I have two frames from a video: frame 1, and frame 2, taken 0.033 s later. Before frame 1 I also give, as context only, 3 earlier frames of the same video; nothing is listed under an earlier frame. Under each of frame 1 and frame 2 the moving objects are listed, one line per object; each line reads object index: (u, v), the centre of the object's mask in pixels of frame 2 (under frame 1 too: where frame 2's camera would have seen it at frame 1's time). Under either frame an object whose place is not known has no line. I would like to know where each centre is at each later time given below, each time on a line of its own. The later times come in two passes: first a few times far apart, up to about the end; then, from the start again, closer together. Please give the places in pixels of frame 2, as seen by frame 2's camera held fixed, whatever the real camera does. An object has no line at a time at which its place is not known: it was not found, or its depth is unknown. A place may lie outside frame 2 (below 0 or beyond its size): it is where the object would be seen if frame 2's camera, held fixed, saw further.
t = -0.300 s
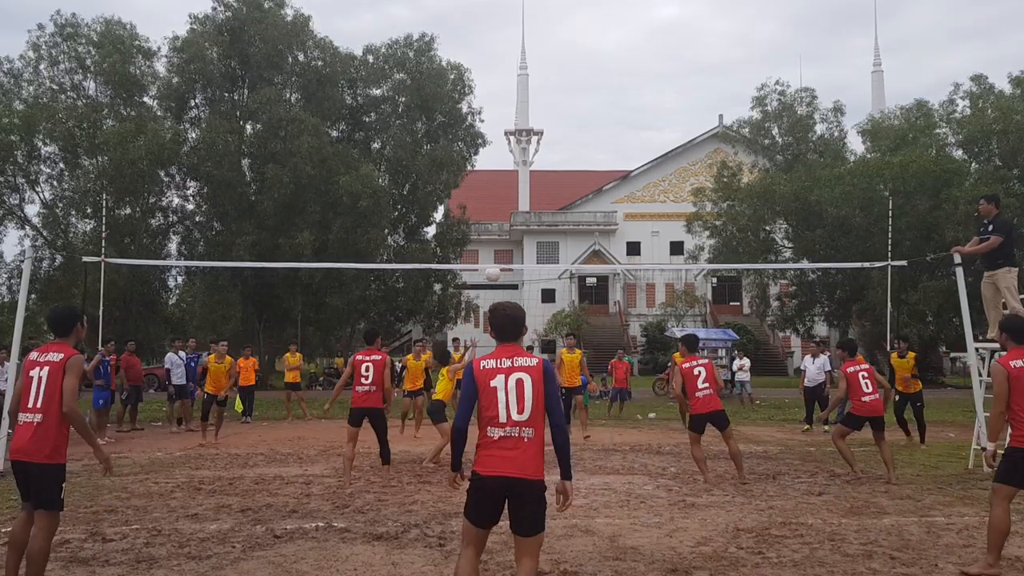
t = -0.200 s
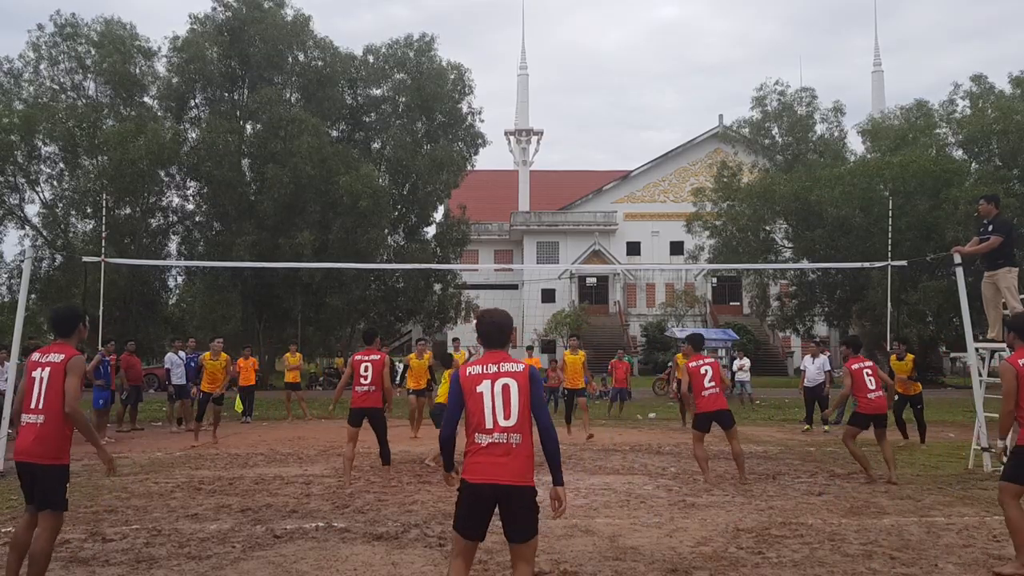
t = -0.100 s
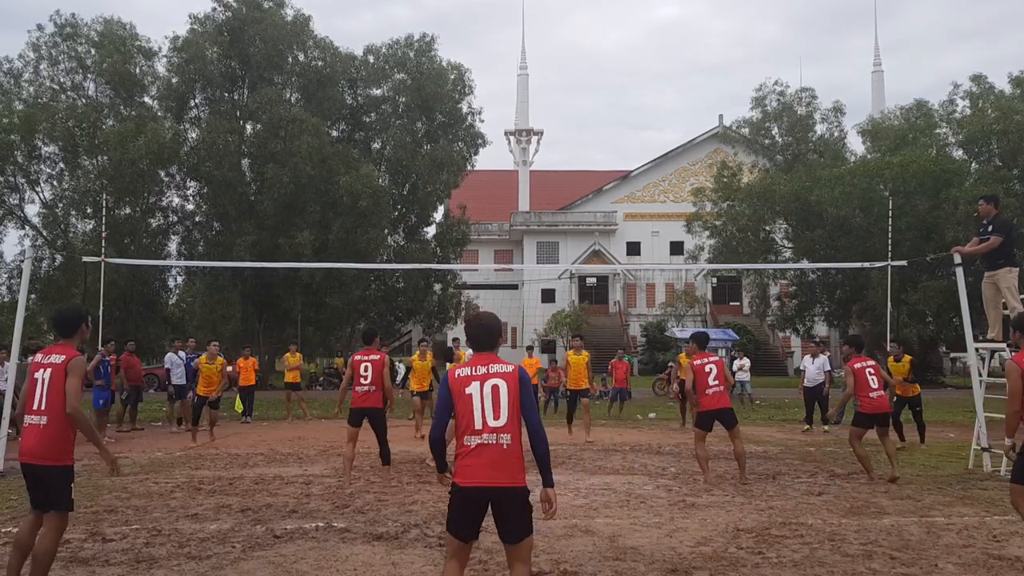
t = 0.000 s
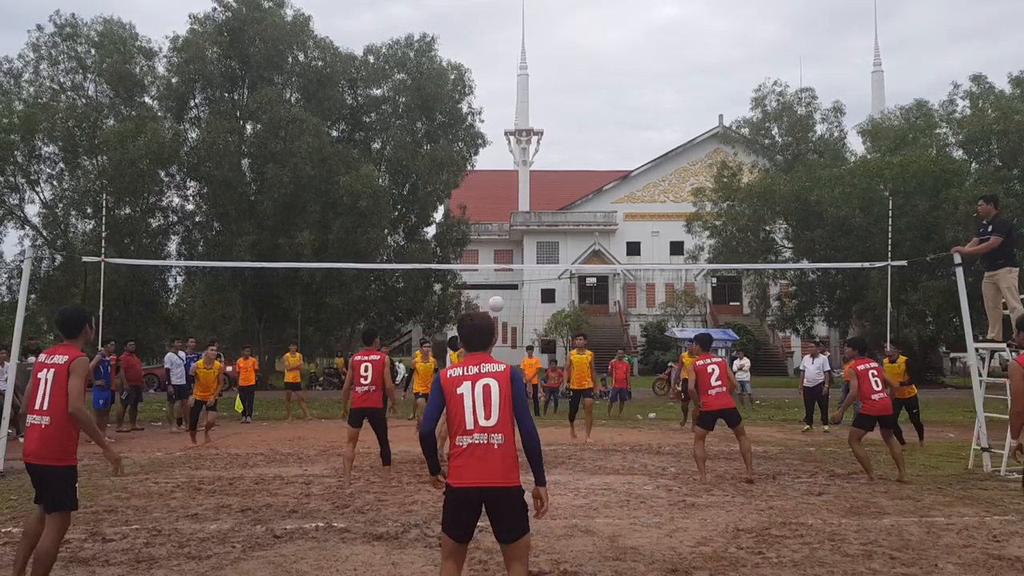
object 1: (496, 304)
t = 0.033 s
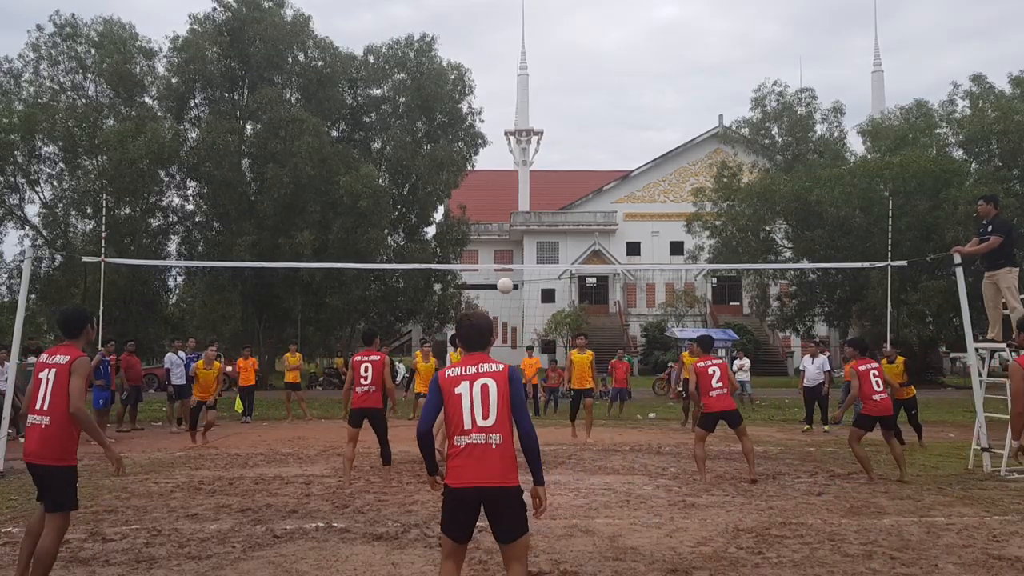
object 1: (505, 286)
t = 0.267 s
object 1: (565, 182)
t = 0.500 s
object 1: (627, 121)
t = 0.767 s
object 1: (698, 98)
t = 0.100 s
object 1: (522, 252)
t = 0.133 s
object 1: (531, 236)
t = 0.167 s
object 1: (539, 221)
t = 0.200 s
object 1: (548, 207)
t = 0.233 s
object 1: (557, 194)
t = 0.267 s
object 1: (565, 182)
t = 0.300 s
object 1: (574, 171)
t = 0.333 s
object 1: (583, 162)
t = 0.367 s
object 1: (591, 152)
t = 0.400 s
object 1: (600, 143)
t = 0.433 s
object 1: (609, 135)
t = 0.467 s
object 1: (618, 128)
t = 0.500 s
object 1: (627, 121)
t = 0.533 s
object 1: (636, 116)
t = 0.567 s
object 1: (644, 111)
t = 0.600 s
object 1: (653, 106)
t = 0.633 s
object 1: (662, 103)
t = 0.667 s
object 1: (671, 101)
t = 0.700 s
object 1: (680, 99)
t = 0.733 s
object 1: (689, 98)
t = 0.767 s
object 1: (698, 98)
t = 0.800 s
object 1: (707, 99)
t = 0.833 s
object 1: (717, 101)
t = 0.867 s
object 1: (726, 103)
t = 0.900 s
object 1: (735, 106)
